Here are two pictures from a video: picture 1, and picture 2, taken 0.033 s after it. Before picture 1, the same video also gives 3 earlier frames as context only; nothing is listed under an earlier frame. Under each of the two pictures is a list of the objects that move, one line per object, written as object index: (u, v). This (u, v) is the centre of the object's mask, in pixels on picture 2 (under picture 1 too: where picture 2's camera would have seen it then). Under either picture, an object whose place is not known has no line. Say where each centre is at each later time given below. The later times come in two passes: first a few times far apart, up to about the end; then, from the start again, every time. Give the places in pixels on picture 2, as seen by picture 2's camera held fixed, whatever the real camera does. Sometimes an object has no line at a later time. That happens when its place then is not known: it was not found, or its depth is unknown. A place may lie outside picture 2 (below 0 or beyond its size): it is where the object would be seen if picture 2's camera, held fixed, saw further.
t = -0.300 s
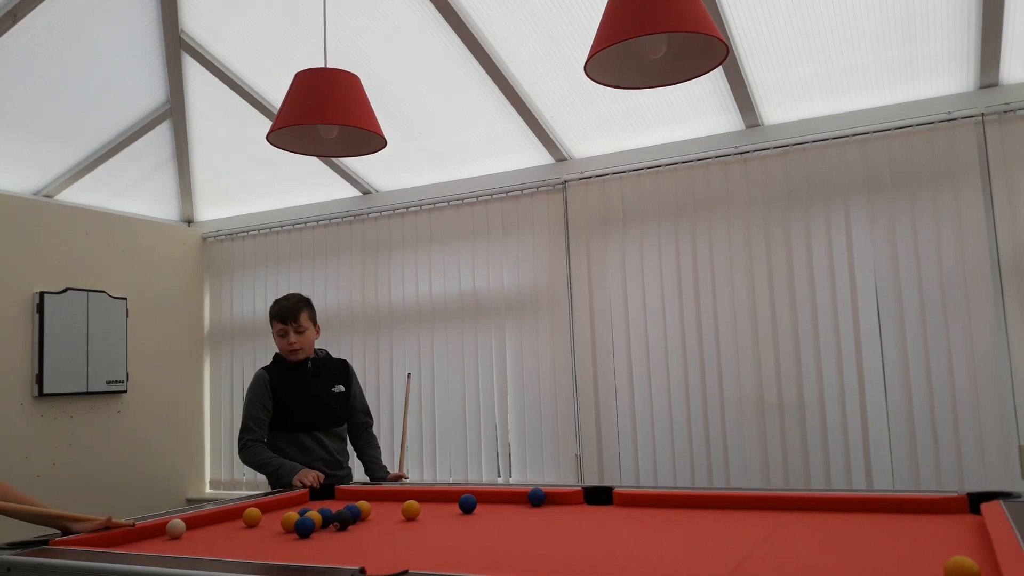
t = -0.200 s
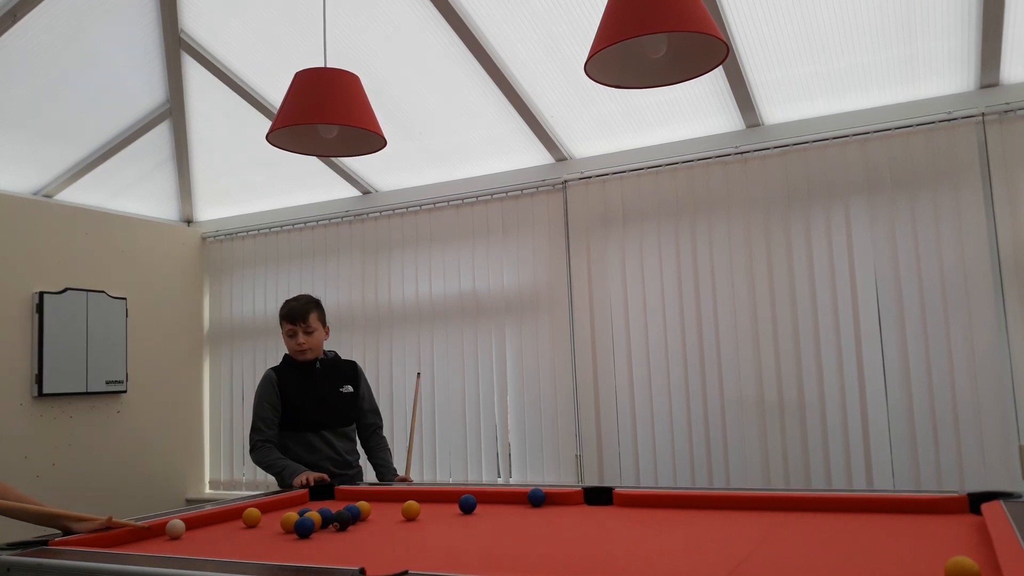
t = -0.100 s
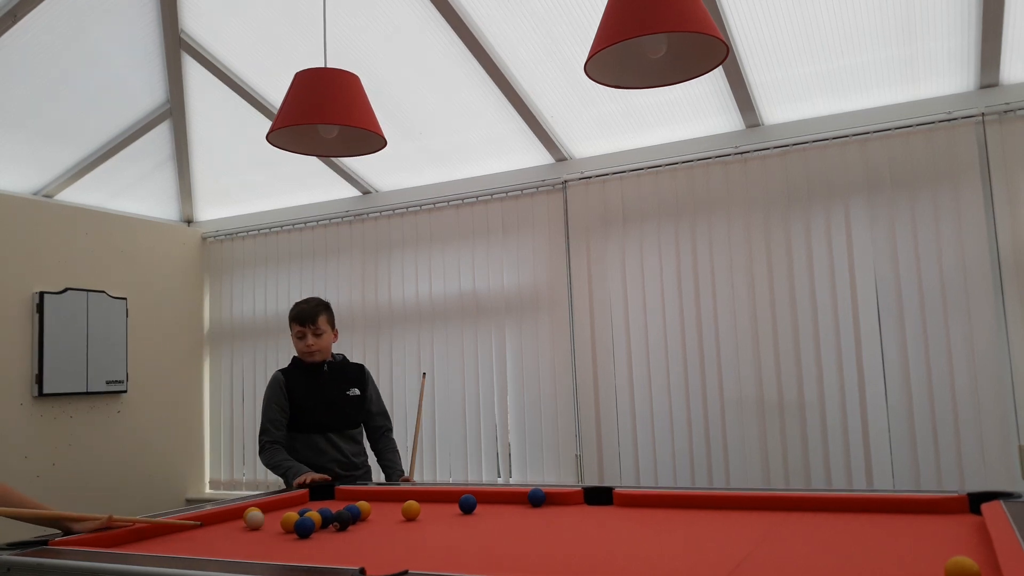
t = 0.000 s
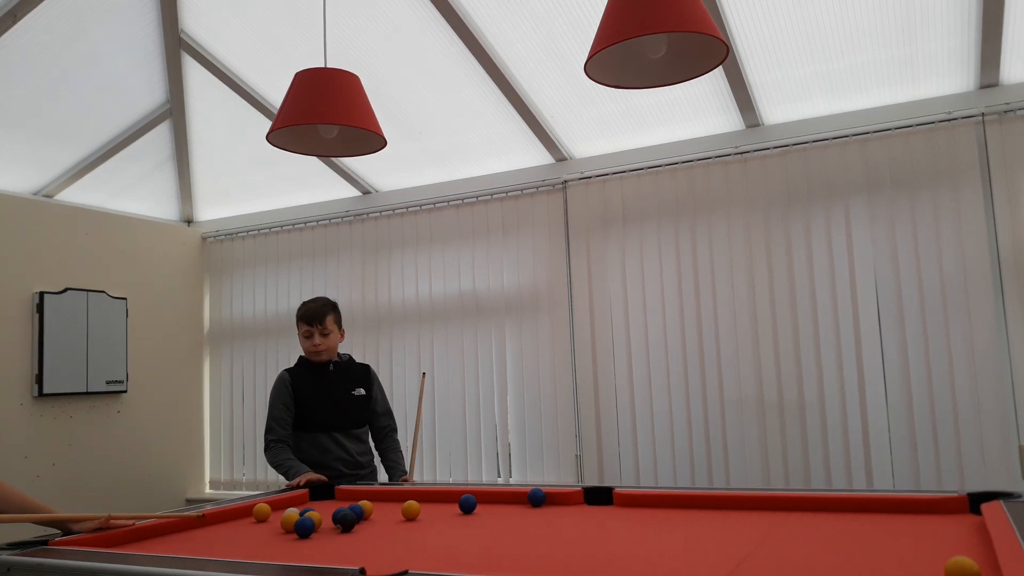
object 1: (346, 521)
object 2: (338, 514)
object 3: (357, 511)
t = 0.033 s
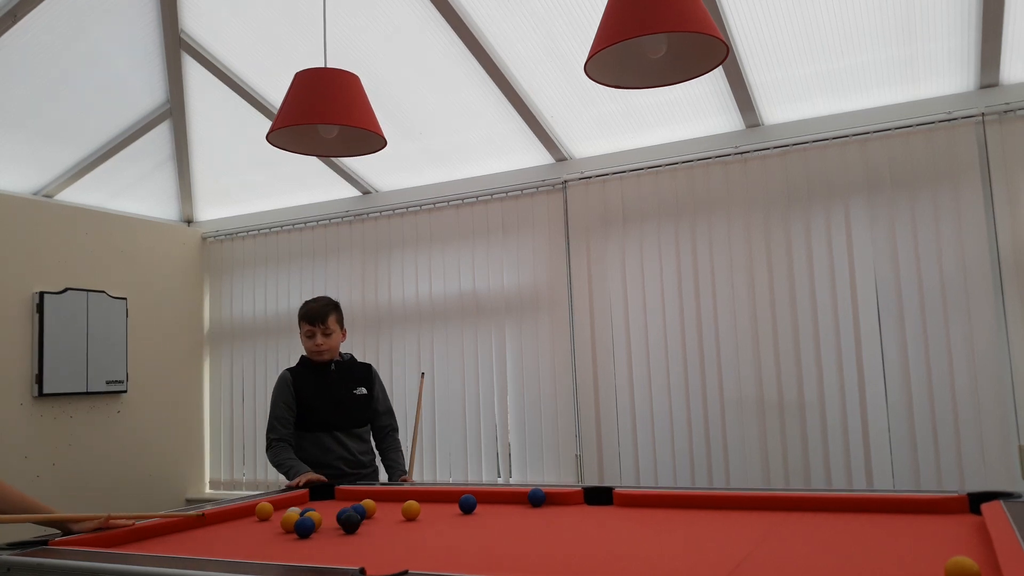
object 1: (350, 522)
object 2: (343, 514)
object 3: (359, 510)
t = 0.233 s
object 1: (373, 529)
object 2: (372, 515)
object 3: (366, 509)
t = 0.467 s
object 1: (401, 539)
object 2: (401, 518)
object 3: (380, 513)
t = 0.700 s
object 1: (432, 548)
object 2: (430, 520)
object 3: (390, 512)
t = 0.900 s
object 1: (461, 556)
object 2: (454, 520)
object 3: (393, 512)
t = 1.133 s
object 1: (499, 564)
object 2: (480, 521)
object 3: (394, 512)
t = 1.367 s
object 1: (545, 568)
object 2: (505, 522)
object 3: (394, 512)
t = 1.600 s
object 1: (599, 568)
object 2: (528, 523)
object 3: (394, 512)
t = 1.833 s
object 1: (649, 567)
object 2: (550, 523)
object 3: (394, 512)
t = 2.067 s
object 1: (697, 566)
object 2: (570, 524)
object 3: (394, 512)
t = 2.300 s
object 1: (741, 565)
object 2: (589, 524)
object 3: (394, 512)
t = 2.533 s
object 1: (782, 563)
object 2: (606, 525)
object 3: (394, 512)
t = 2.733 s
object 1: (815, 562)
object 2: (618, 525)
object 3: (394, 512)
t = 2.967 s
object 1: (849, 561)
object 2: (631, 525)
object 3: (394, 512)
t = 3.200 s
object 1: (880, 560)
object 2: (641, 526)
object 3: (394, 512)
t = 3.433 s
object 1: (907, 559)
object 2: (648, 526)
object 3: (394, 512)
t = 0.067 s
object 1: (354, 524)
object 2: (348, 513)
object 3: (362, 510)
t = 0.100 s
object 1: (358, 525)
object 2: (354, 513)
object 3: (364, 509)
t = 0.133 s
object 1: (361, 526)
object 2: (359, 513)
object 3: (365, 508)
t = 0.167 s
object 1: (365, 527)
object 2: (363, 514)
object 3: (365, 507)
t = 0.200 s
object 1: (369, 528)
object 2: (368, 514)
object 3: (365, 507)
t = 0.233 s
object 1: (373, 529)
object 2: (372, 515)
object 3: (366, 509)
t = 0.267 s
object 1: (377, 531)
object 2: (376, 515)
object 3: (367, 510)
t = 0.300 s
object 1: (380, 532)
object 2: (380, 516)
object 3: (369, 511)
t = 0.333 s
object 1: (384, 533)
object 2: (385, 516)
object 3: (372, 512)
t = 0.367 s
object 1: (389, 534)
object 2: (389, 517)
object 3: (374, 512)
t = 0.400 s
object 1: (393, 535)
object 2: (393, 517)
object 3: (377, 513)
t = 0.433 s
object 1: (397, 537)
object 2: (397, 518)
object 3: (379, 513)
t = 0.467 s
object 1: (401, 539)
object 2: (401, 518)
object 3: (380, 513)
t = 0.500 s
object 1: (405, 539)
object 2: (406, 518)
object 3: (382, 513)
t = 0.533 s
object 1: (409, 541)
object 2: (410, 519)
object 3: (383, 513)
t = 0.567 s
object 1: (414, 541)
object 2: (414, 519)
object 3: (385, 513)
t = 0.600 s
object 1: (418, 543)
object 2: (418, 520)
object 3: (386, 513)
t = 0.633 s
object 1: (423, 543)
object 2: (422, 520)
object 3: (388, 512)
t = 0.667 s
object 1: (427, 546)
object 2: (426, 520)
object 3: (389, 512)
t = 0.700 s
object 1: (432, 548)
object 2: (430, 520)
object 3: (390, 512)
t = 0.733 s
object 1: (437, 549)
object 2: (434, 520)
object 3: (392, 512)
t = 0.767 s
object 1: (441, 551)
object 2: (438, 520)
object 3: (392, 512)
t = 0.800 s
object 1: (447, 552)
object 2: (442, 520)
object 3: (393, 512)
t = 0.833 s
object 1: (451, 554)
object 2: (446, 520)
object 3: (393, 512)
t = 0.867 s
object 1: (456, 555)
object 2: (450, 520)
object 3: (393, 512)
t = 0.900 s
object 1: (461, 556)
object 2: (454, 520)
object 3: (393, 512)
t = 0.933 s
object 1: (467, 558)
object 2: (458, 521)
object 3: (394, 512)
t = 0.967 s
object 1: (472, 559)
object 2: (461, 521)
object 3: (394, 512)
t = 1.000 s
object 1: (477, 560)
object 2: (465, 521)
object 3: (394, 512)
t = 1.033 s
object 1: (482, 561)
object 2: (469, 521)
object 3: (394, 512)
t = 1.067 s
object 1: (488, 562)
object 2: (473, 521)
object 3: (394, 512)
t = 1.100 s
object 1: (494, 562)
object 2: (476, 521)
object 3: (394, 512)
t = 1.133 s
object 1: (499, 564)
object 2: (480, 521)
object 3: (394, 512)
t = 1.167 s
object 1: (504, 565)
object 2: (483, 521)
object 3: (394, 512)
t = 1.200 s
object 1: (510, 566)
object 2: (487, 521)
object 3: (394, 512)
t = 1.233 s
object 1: (516, 567)
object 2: (491, 522)
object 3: (394, 512)
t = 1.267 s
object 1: (522, 568)
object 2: (494, 522)
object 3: (394, 512)
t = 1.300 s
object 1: (529, 568)
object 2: (498, 522)
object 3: (394, 512)
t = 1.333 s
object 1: (537, 568)
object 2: (501, 522)
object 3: (394, 512)
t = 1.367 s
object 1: (545, 568)
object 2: (505, 522)
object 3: (394, 512)
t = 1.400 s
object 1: (553, 568)
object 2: (508, 522)
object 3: (394, 512)
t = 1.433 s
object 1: (560, 569)
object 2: (511, 522)
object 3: (394, 512)
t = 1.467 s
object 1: (568, 569)
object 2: (515, 522)
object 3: (394, 512)
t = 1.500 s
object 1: (576, 568)
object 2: (518, 522)
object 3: (394, 512)
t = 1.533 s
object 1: (584, 568)
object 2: (522, 523)
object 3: (394, 512)
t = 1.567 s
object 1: (591, 568)
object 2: (525, 523)
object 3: (394, 512)
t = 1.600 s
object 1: (599, 568)
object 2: (528, 523)
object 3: (394, 512)
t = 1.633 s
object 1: (606, 568)
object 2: (531, 523)
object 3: (394, 512)
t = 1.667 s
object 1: (614, 568)
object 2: (535, 523)
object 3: (394, 512)
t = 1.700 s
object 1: (621, 567)
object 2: (538, 523)
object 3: (394, 512)
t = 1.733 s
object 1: (628, 567)
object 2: (541, 523)
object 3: (394, 512)
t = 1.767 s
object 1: (636, 567)
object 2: (544, 523)
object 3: (394, 512)
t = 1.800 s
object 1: (643, 567)
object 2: (547, 523)
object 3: (394, 512)
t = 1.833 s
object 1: (649, 567)
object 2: (550, 523)
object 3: (394, 512)
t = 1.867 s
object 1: (657, 567)
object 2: (553, 524)
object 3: (394, 512)
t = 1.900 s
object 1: (663, 566)
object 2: (556, 523)
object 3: (394, 512)
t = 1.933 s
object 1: (671, 566)
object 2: (559, 524)
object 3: (394, 512)
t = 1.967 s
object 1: (677, 566)
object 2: (562, 524)
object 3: (394, 512)
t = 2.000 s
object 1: (684, 566)
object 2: (565, 524)
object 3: (394, 512)
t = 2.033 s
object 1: (691, 566)
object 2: (568, 524)
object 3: (394, 512)
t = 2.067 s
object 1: (697, 566)
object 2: (570, 524)
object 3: (394, 512)
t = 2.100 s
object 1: (704, 565)
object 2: (573, 524)
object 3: (394, 512)
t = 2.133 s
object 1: (710, 565)
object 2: (576, 524)
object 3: (394, 512)
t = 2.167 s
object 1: (717, 565)
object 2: (579, 524)
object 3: (394, 512)
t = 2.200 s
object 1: (723, 565)
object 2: (581, 524)
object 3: (394, 512)
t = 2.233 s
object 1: (729, 565)
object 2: (584, 524)
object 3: (394, 512)
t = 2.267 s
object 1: (735, 565)
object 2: (586, 524)
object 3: (394, 512)
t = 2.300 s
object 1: (741, 565)
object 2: (589, 524)
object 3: (394, 512)
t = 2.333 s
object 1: (748, 564)
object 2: (592, 524)
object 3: (394, 512)
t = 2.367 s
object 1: (753, 564)
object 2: (594, 525)
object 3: (394, 512)
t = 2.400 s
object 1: (759, 564)
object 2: (596, 525)
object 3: (394, 512)
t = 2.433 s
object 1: (765, 564)
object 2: (599, 525)
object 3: (394, 512)
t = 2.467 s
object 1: (771, 564)
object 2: (601, 525)
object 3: (394, 512)
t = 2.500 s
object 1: (777, 564)
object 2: (603, 525)
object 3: (394, 512)
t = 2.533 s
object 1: (782, 563)
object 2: (606, 525)
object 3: (394, 512)
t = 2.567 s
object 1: (788, 563)
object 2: (608, 525)
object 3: (394, 512)
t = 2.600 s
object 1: (793, 563)
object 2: (610, 525)
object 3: (394, 512)
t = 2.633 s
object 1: (798, 563)
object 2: (612, 525)
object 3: (394, 512)
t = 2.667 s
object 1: (804, 563)
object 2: (614, 525)
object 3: (394, 512)
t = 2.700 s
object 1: (809, 562)
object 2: (616, 525)
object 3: (394, 512)
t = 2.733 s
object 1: (815, 562)
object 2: (618, 525)
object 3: (394, 512)
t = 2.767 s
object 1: (819, 562)
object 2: (620, 525)
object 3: (394, 512)
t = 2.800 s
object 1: (825, 562)
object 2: (622, 525)
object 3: (394, 512)
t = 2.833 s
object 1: (830, 562)
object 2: (624, 525)
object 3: (394, 512)
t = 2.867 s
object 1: (835, 562)
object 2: (626, 525)
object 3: (394, 512)
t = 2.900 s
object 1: (839, 562)
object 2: (627, 525)
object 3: (394, 512)
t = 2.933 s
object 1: (844, 561)
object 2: (629, 525)
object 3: (394, 512)
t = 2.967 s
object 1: (849, 561)
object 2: (631, 525)
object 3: (394, 512)
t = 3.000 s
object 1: (854, 561)
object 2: (632, 526)
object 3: (394, 512)
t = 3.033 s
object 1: (858, 561)
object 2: (633, 526)
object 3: (394, 512)
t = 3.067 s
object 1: (862, 561)
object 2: (635, 526)
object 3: (394, 512)
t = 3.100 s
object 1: (867, 561)
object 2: (637, 526)
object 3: (394, 512)
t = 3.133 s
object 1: (871, 560)
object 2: (638, 526)
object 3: (394, 512)
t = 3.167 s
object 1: (876, 560)
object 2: (639, 526)
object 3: (394, 512)
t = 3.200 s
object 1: (880, 560)
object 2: (641, 526)
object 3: (394, 512)
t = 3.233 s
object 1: (884, 560)
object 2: (642, 526)
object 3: (394, 512)
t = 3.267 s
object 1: (888, 560)
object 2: (643, 526)
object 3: (394, 512)
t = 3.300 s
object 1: (892, 560)
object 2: (644, 526)
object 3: (394, 512)
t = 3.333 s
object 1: (896, 560)
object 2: (645, 526)
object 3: (394, 512)
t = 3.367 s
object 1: (900, 560)
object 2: (646, 526)
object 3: (394, 512)
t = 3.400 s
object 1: (904, 559)
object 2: (647, 526)
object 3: (394, 512)
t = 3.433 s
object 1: (907, 559)
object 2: (648, 526)
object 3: (394, 512)
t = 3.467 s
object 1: (911, 559)
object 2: (649, 527)
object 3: (394, 512)
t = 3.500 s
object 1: (915, 559)
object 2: (650, 527)
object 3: (394, 512)
